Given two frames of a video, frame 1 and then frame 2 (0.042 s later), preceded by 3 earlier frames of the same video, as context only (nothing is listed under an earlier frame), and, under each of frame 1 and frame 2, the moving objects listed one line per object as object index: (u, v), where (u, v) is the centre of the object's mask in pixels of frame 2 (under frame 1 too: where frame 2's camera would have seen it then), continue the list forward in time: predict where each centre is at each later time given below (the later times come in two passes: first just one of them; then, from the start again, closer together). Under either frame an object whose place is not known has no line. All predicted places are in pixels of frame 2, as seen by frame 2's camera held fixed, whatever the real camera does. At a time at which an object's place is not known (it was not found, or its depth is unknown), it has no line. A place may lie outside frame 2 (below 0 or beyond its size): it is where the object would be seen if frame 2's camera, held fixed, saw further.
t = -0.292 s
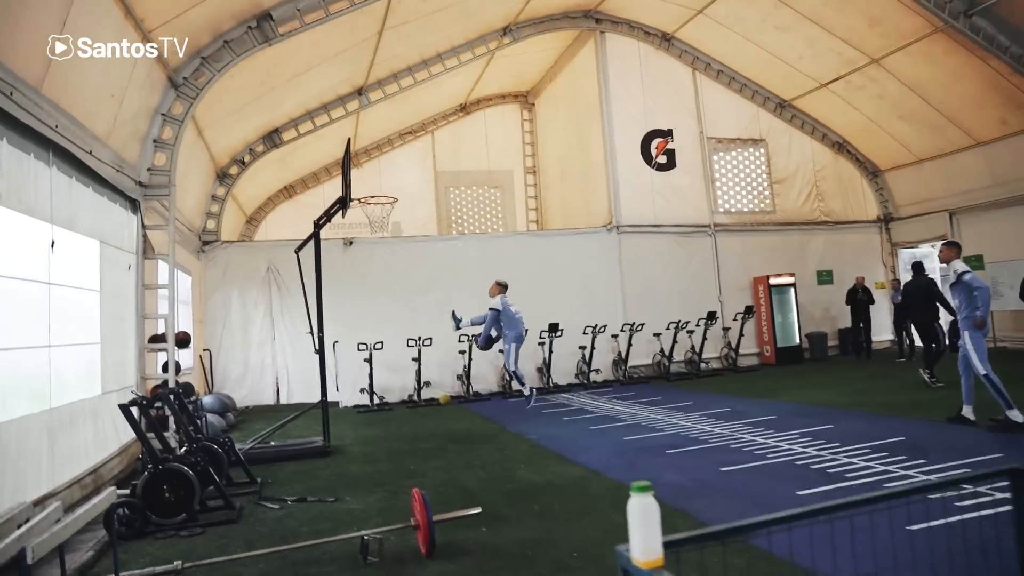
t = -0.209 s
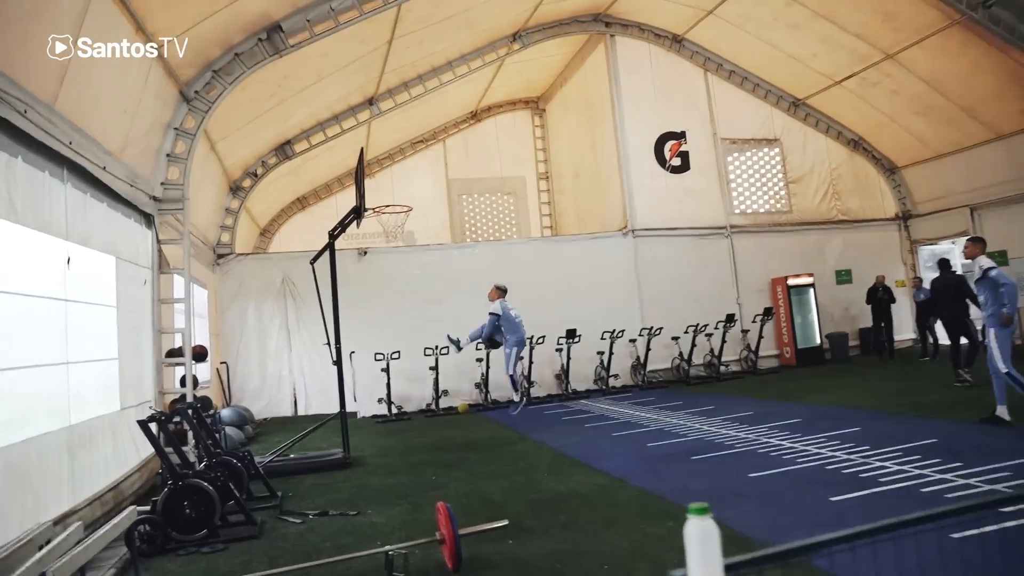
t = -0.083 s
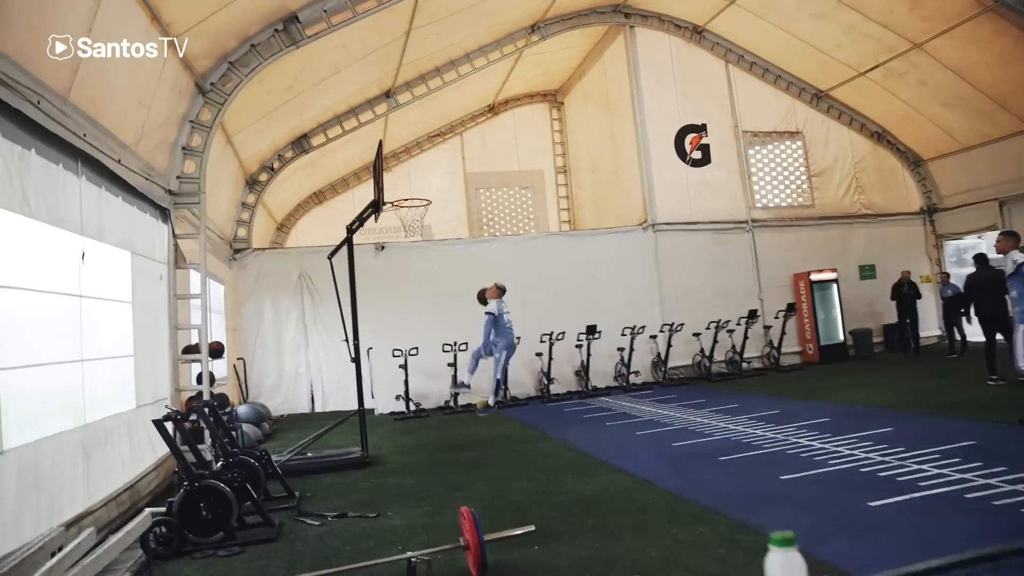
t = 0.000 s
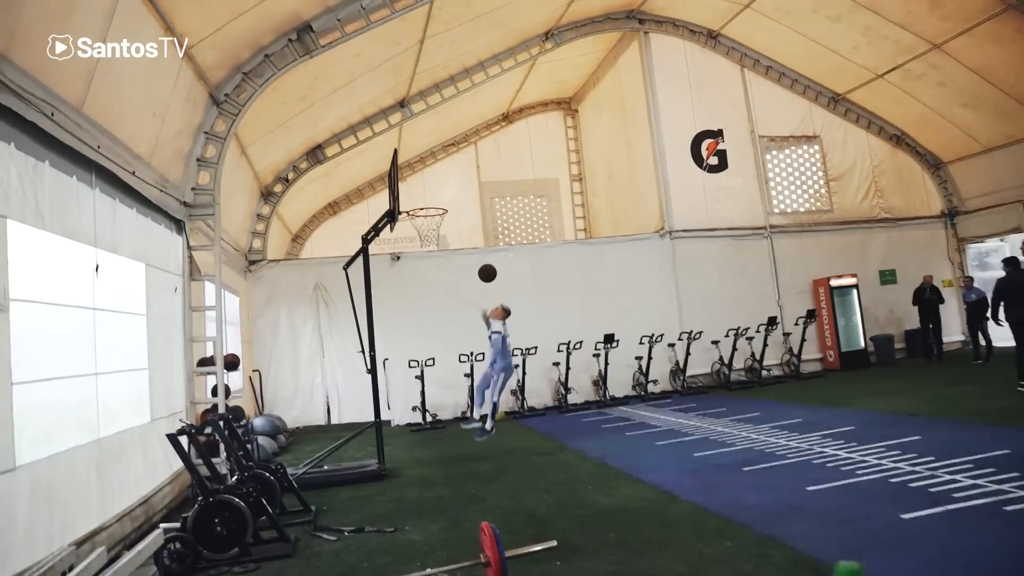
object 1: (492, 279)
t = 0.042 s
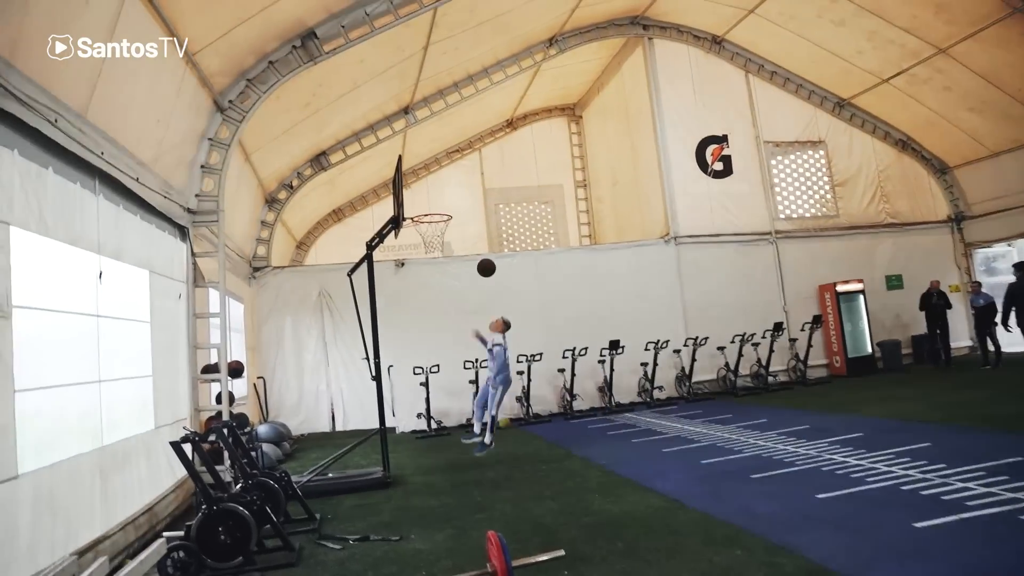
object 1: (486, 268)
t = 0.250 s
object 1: (452, 209)
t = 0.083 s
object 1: (479, 251)
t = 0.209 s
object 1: (459, 220)
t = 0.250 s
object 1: (452, 209)
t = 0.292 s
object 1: (446, 202)
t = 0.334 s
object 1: (438, 194)
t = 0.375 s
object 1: (432, 190)
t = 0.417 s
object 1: (423, 187)
